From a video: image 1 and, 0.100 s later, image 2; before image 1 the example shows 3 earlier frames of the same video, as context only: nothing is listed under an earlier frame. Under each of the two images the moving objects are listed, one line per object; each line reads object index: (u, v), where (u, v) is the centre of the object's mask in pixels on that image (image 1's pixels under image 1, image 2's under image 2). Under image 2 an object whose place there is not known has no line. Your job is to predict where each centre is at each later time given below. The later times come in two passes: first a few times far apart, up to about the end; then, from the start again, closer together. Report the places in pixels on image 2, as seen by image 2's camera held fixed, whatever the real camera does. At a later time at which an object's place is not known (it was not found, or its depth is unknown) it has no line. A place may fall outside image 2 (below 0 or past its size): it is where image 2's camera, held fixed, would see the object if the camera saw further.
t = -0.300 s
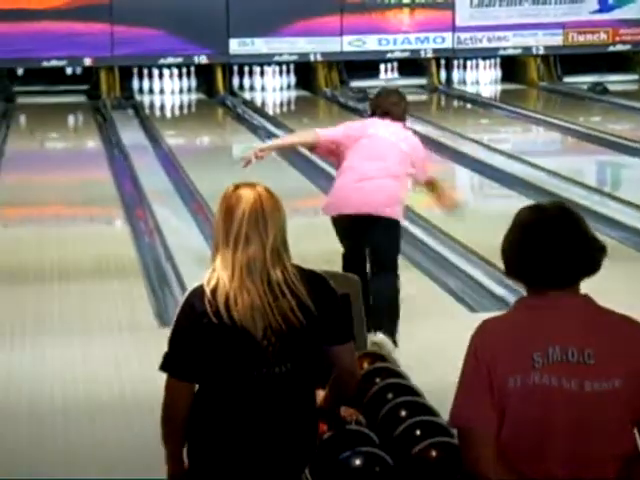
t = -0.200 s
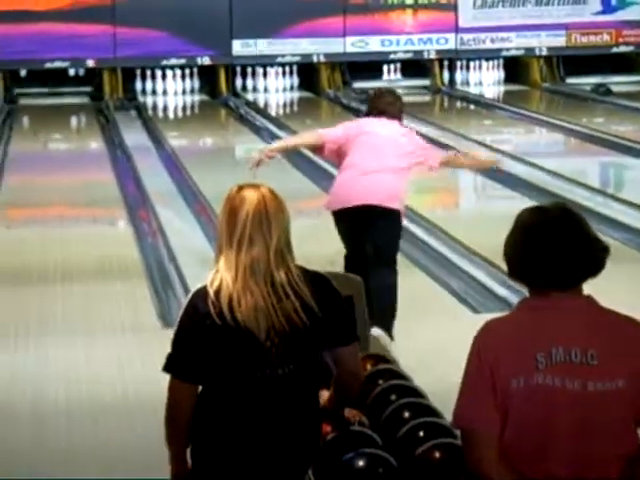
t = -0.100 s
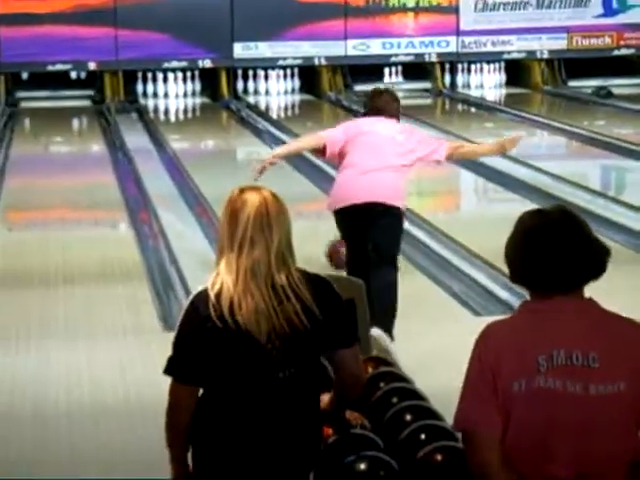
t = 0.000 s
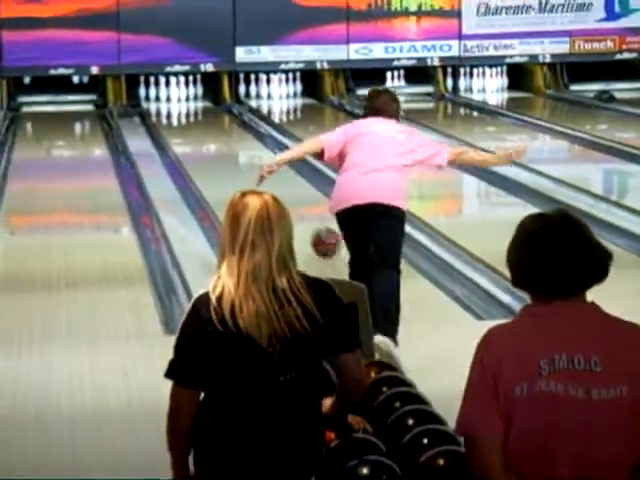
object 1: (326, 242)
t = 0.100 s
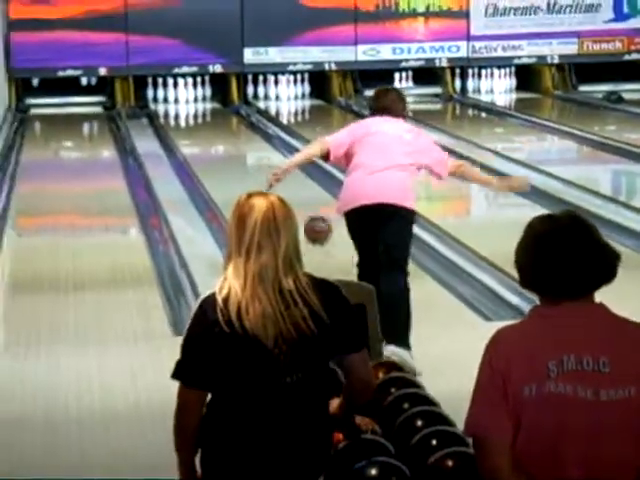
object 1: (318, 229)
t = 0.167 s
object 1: (308, 221)
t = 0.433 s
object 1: (276, 190)
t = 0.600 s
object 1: (257, 179)
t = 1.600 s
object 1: (193, 122)
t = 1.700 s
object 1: (191, 119)
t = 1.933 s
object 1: (181, 110)
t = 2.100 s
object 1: (176, 104)
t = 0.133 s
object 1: (313, 225)
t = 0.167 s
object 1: (308, 221)
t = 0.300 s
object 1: (291, 202)
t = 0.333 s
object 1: (289, 199)
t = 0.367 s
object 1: (285, 196)
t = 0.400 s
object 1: (280, 193)
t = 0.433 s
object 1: (276, 190)
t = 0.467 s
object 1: (272, 187)
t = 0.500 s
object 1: (268, 185)
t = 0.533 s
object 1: (264, 183)
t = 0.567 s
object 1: (261, 181)
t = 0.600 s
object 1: (257, 179)
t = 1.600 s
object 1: (193, 122)
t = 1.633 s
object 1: (193, 120)
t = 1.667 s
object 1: (191, 120)
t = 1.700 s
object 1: (191, 119)
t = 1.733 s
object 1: (190, 118)
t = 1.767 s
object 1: (189, 116)
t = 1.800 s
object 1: (186, 115)
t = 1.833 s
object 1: (183, 113)
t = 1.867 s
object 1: (183, 112)
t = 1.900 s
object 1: (182, 111)
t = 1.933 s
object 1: (181, 110)
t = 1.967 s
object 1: (180, 109)
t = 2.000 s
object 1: (180, 108)
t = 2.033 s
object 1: (179, 106)
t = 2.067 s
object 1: (178, 105)
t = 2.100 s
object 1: (176, 104)
